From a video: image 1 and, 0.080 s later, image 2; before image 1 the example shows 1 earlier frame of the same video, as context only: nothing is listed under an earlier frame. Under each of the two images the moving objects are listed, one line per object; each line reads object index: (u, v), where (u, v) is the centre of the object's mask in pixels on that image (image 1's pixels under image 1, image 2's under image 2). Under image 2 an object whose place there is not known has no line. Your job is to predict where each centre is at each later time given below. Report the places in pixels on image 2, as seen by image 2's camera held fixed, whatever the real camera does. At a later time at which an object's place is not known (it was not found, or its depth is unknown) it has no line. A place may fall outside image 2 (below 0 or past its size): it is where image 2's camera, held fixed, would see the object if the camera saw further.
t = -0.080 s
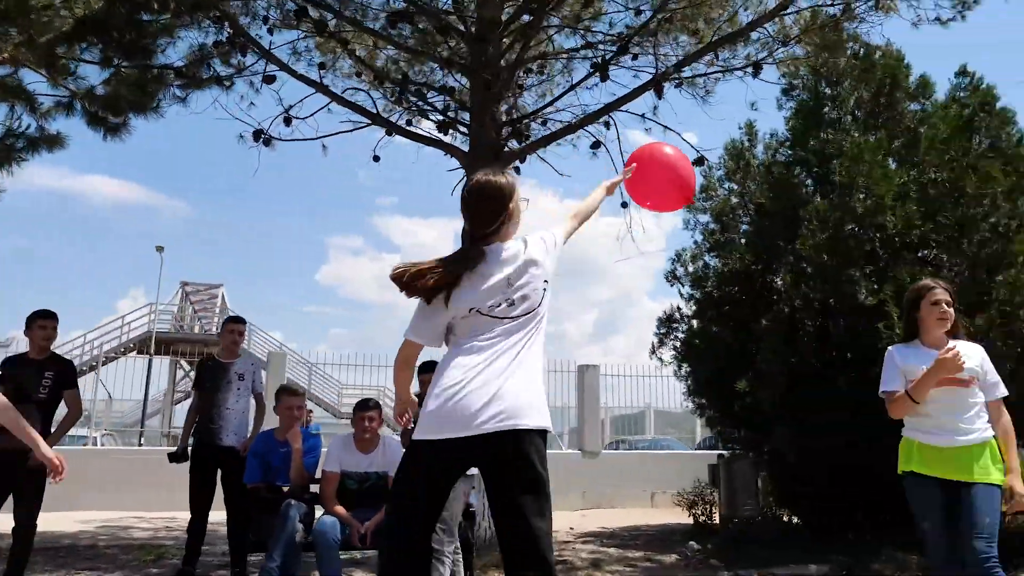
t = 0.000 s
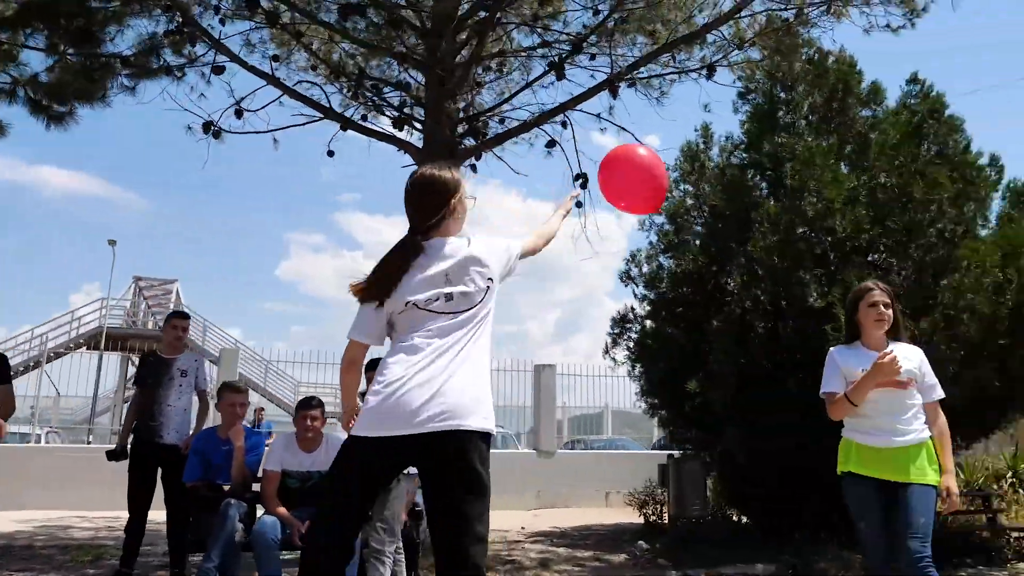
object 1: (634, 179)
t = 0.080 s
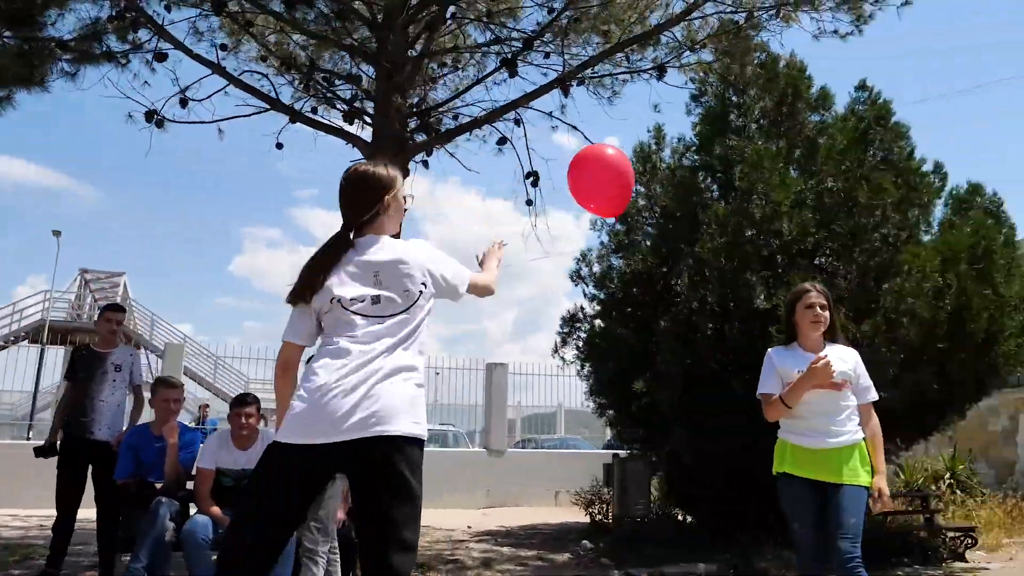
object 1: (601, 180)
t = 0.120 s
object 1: (610, 180)
